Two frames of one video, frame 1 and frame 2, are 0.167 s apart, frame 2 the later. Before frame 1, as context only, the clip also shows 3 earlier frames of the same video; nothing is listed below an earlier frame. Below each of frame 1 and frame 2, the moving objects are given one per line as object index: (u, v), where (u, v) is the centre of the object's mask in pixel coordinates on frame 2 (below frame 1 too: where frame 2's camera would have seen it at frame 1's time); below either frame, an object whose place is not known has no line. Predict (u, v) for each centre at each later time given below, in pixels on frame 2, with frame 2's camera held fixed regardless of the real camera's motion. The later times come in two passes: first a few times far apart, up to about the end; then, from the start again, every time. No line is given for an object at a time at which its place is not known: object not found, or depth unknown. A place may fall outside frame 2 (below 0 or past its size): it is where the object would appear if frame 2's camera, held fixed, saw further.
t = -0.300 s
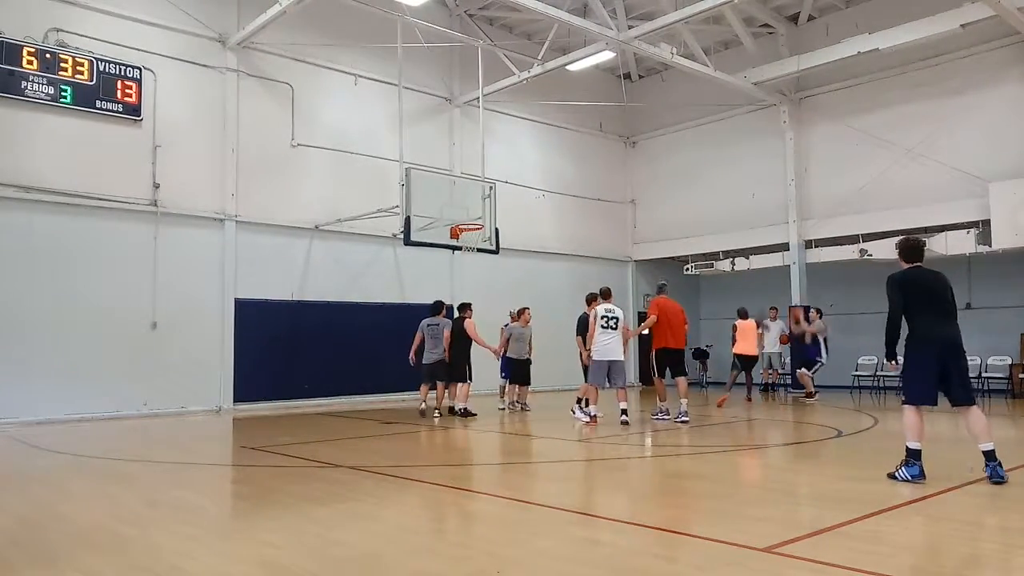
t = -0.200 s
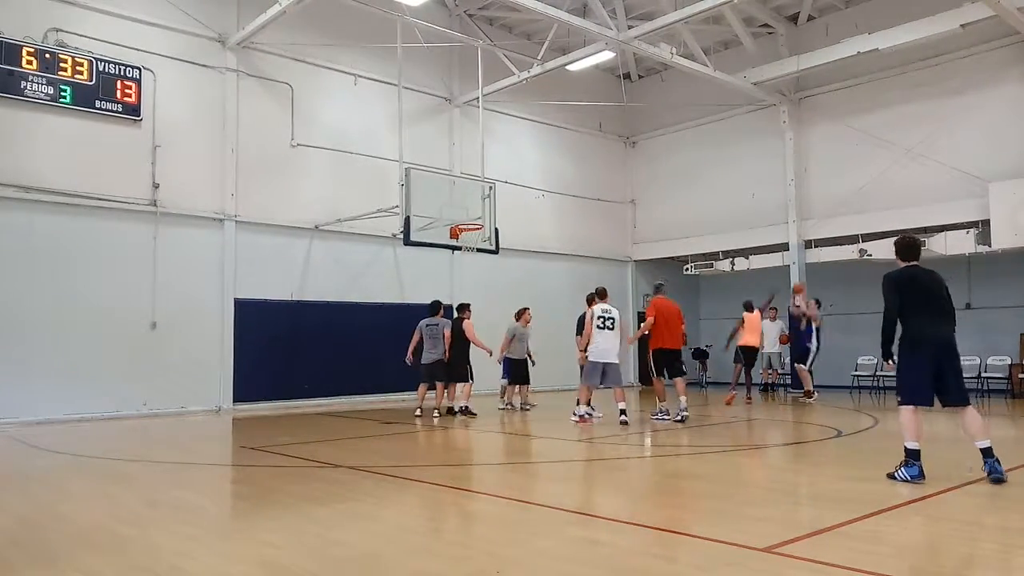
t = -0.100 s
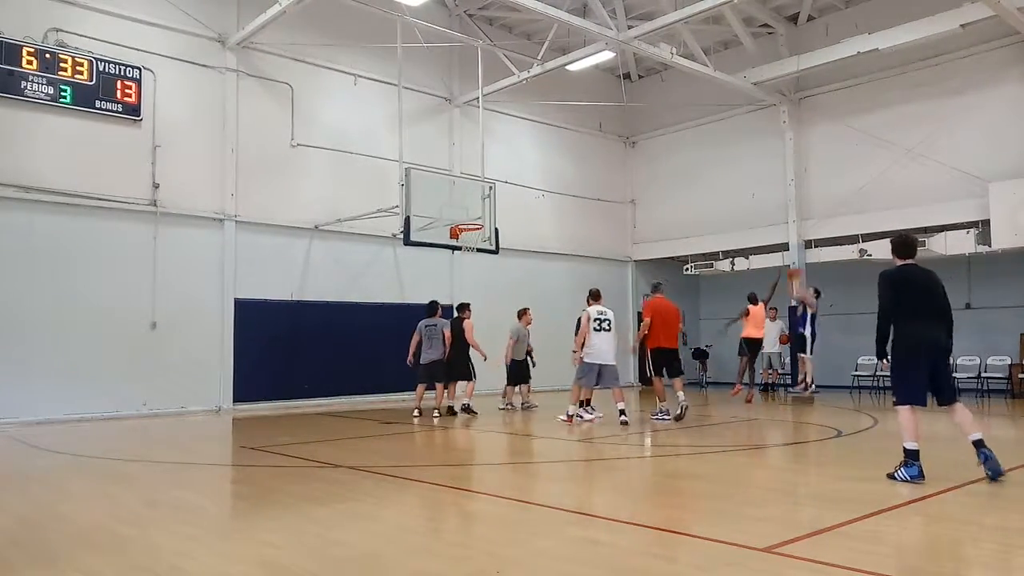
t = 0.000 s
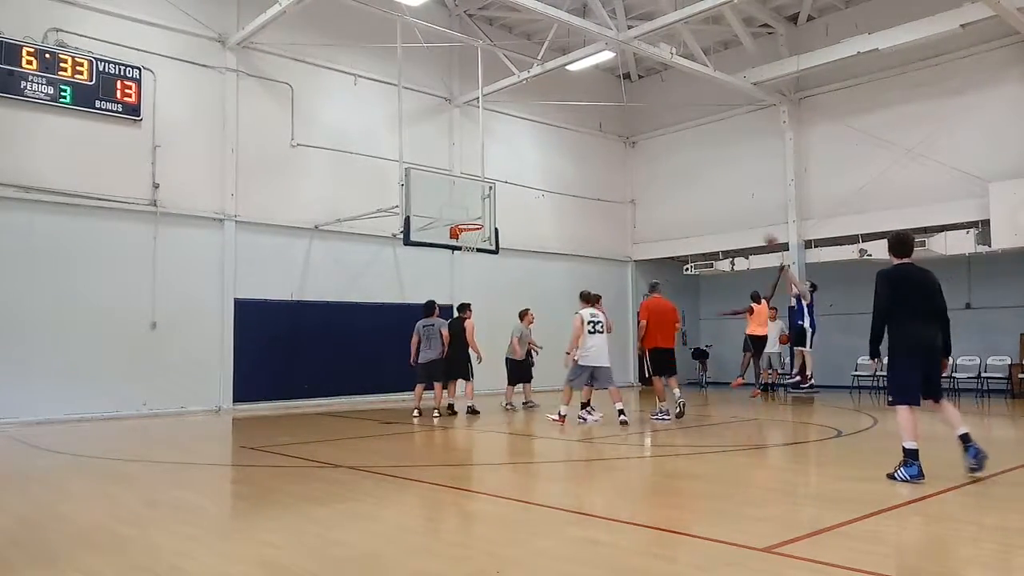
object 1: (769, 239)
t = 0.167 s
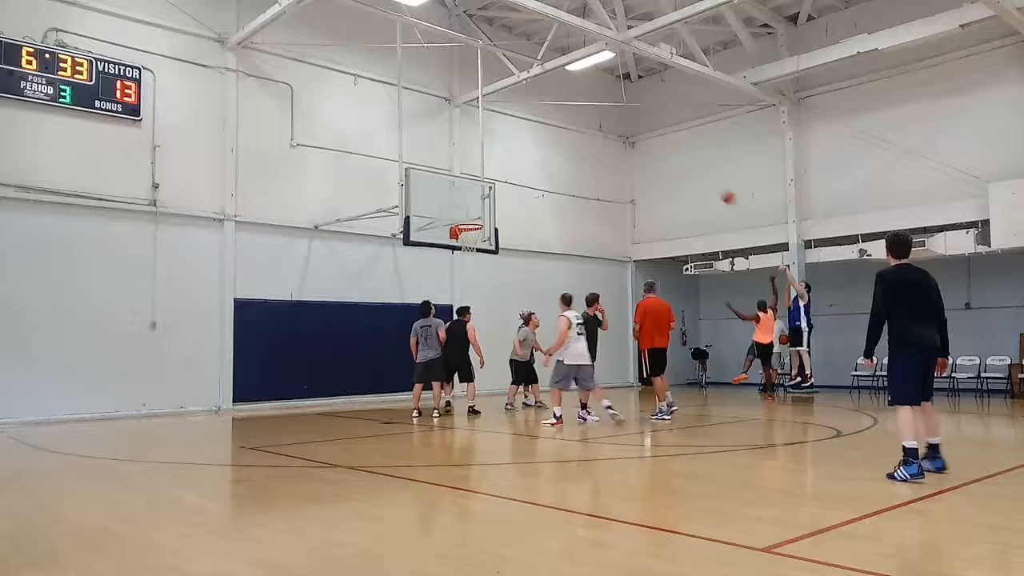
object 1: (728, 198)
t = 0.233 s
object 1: (710, 185)
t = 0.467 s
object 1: (651, 154)
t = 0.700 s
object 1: (591, 151)
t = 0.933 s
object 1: (528, 178)
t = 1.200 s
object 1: (462, 219)
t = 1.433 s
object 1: (447, 197)
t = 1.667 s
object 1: (453, 196)
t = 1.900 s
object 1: (457, 212)
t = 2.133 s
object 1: (449, 202)
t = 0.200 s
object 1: (720, 191)
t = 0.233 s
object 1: (710, 185)
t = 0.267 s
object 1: (702, 179)
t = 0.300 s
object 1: (694, 173)
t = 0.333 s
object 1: (685, 168)
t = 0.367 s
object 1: (677, 164)
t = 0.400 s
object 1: (669, 160)
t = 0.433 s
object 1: (660, 157)
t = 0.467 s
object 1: (651, 154)
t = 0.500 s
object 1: (643, 151)
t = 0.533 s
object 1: (633, 150)
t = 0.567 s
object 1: (626, 148)
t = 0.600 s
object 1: (617, 148)
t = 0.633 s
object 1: (608, 148)
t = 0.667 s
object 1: (599, 149)
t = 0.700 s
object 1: (591, 151)
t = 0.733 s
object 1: (582, 153)
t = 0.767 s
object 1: (573, 156)
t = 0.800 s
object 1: (564, 159)
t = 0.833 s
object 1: (555, 163)
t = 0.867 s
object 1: (546, 168)
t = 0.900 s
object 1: (537, 173)
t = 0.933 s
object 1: (528, 178)
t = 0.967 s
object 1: (519, 185)
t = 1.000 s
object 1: (509, 192)
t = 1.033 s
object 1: (501, 199)
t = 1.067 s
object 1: (491, 209)
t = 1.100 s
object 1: (481, 217)
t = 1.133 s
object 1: (474, 219)
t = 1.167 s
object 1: (468, 219)
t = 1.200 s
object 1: (462, 219)
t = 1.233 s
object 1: (458, 217)
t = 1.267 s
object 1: (455, 212)
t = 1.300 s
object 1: (454, 208)
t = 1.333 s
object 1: (452, 204)
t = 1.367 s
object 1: (450, 201)
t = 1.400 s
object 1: (449, 199)
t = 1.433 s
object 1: (447, 197)
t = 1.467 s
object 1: (447, 195)
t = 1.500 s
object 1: (448, 193)
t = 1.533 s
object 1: (449, 192)
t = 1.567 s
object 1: (450, 192)
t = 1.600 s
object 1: (451, 193)
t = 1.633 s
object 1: (452, 194)
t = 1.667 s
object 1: (453, 196)
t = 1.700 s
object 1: (454, 197)
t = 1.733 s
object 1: (455, 201)
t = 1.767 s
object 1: (456, 205)
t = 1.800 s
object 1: (457, 209)
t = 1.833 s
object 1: (458, 213)
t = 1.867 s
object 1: (458, 216)
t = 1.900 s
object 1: (457, 212)
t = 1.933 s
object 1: (456, 209)
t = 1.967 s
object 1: (455, 206)
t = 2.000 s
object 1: (454, 204)
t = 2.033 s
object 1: (453, 203)
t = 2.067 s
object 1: (451, 202)
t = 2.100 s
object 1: (450, 202)
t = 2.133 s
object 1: (449, 202)
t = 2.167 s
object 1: (448, 203)
